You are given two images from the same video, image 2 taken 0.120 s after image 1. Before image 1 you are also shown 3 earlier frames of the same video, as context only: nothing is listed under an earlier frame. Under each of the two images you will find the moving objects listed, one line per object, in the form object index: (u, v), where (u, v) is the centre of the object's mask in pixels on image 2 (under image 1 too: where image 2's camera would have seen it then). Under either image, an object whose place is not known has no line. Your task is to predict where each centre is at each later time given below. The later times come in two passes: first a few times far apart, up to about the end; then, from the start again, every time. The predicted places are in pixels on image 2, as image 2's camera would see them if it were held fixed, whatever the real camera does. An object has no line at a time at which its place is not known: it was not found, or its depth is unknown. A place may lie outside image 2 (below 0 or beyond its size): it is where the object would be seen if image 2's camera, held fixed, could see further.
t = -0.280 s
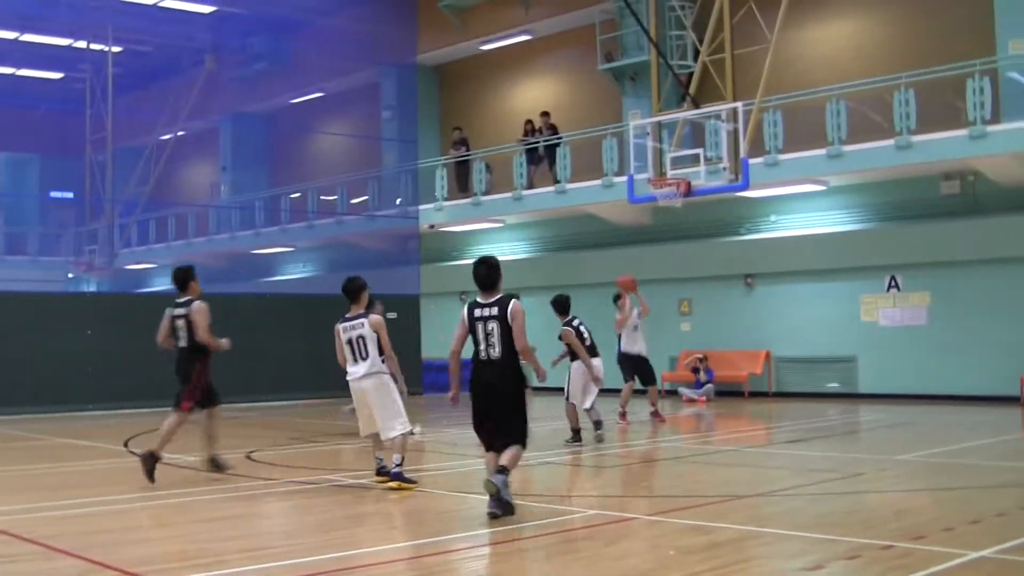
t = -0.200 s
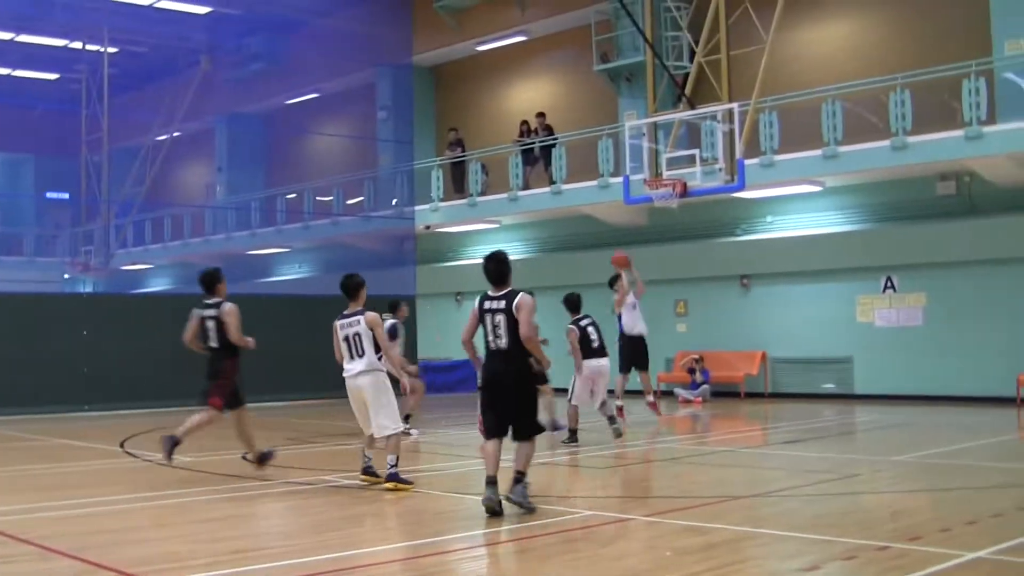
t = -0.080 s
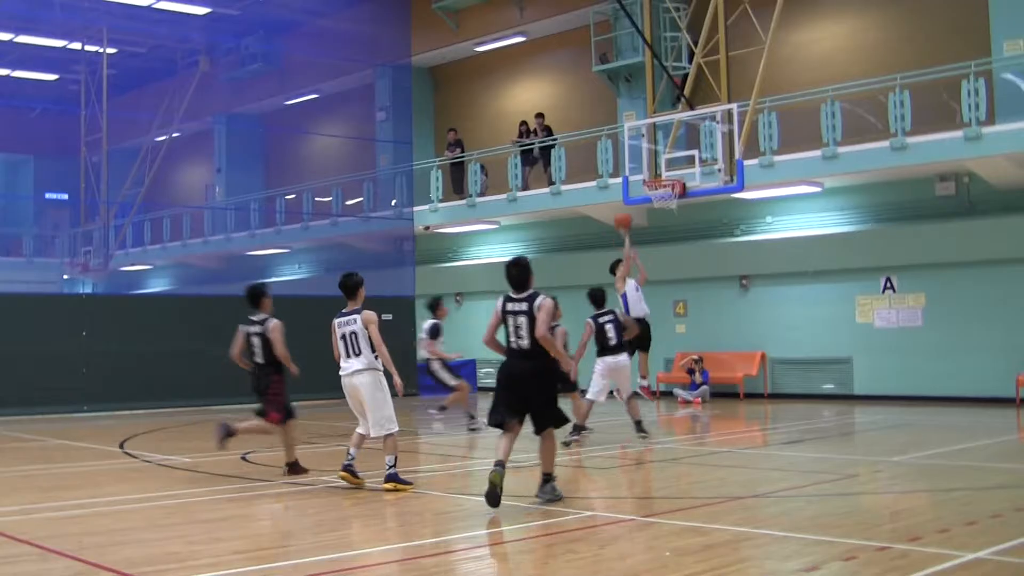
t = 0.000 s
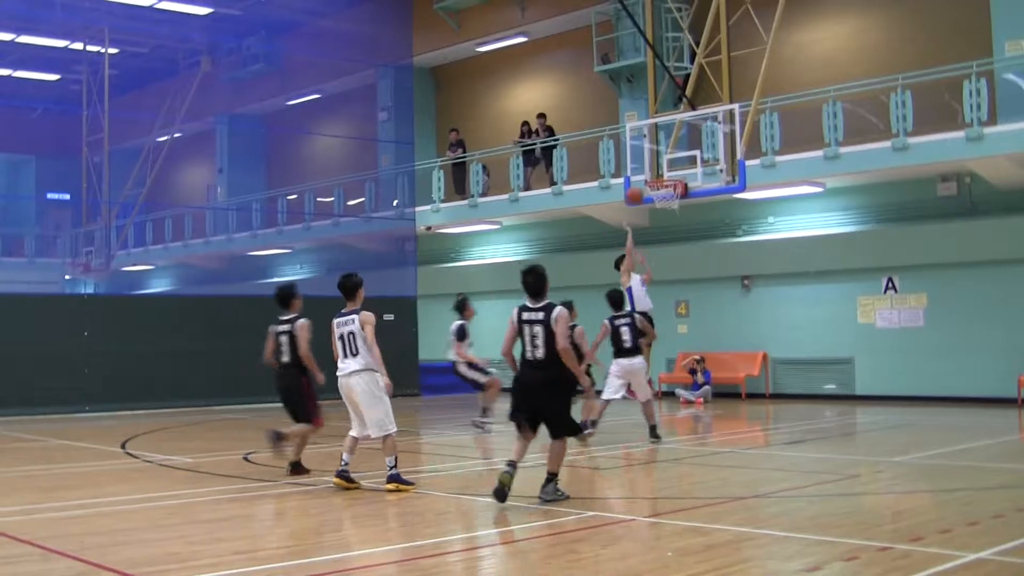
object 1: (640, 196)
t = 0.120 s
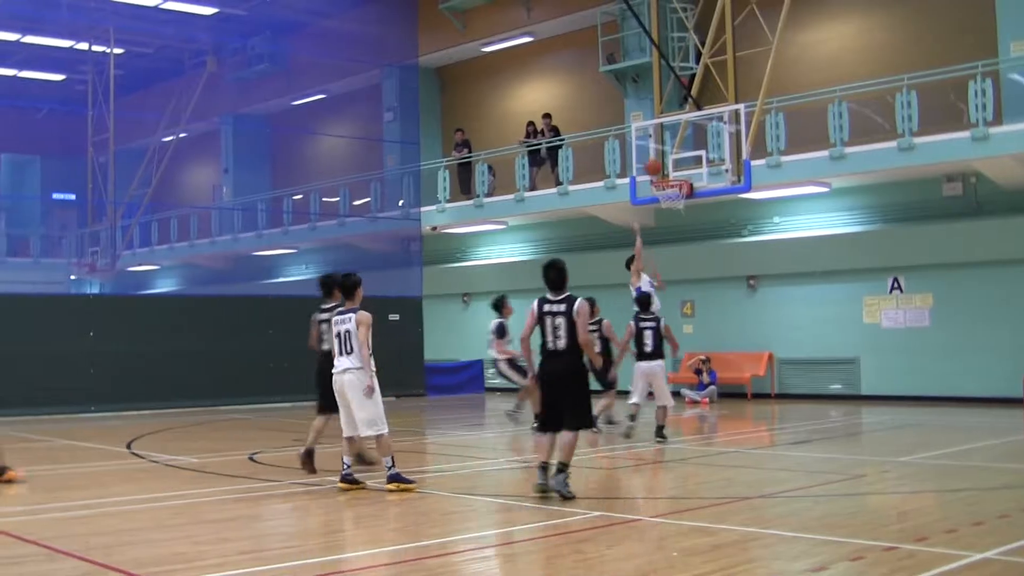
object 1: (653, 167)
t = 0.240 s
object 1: (656, 155)
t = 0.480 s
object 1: (660, 164)
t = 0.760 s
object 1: (684, 217)
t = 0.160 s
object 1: (655, 162)
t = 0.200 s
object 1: (656, 158)
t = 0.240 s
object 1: (656, 155)
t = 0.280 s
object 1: (657, 154)
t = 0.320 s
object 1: (657, 154)
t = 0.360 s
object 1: (657, 154)
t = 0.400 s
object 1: (658, 156)
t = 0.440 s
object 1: (659, 161)
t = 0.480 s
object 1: (660, 164)
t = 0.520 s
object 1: (661, 171)
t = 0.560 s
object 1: (662, 176)
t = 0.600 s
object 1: (666, 184)
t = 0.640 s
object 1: (669, 191)
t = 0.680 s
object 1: (675, 197)
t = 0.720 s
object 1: (681, 210)
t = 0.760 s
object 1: (684, 217)
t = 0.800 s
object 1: (688, 230)
